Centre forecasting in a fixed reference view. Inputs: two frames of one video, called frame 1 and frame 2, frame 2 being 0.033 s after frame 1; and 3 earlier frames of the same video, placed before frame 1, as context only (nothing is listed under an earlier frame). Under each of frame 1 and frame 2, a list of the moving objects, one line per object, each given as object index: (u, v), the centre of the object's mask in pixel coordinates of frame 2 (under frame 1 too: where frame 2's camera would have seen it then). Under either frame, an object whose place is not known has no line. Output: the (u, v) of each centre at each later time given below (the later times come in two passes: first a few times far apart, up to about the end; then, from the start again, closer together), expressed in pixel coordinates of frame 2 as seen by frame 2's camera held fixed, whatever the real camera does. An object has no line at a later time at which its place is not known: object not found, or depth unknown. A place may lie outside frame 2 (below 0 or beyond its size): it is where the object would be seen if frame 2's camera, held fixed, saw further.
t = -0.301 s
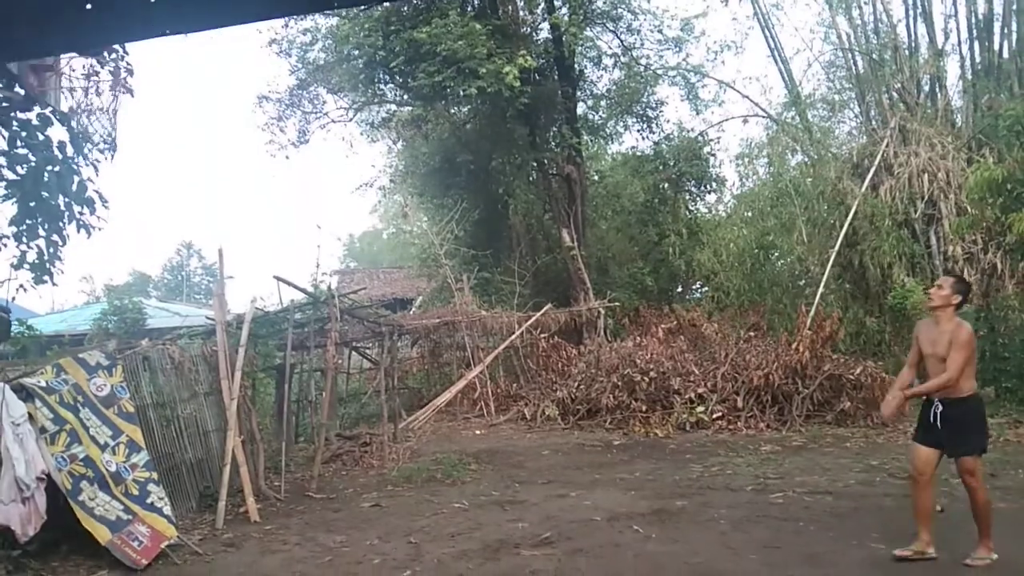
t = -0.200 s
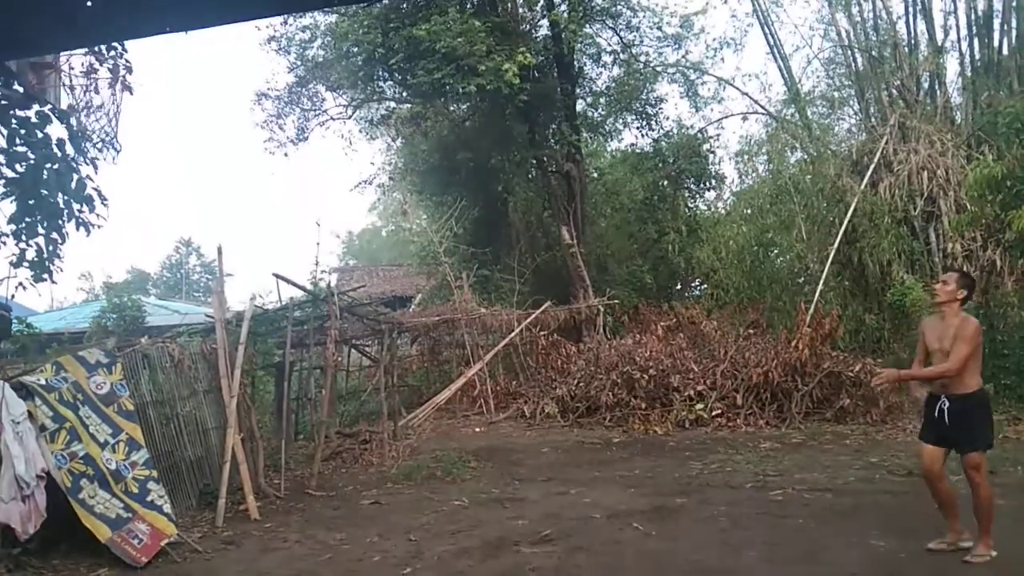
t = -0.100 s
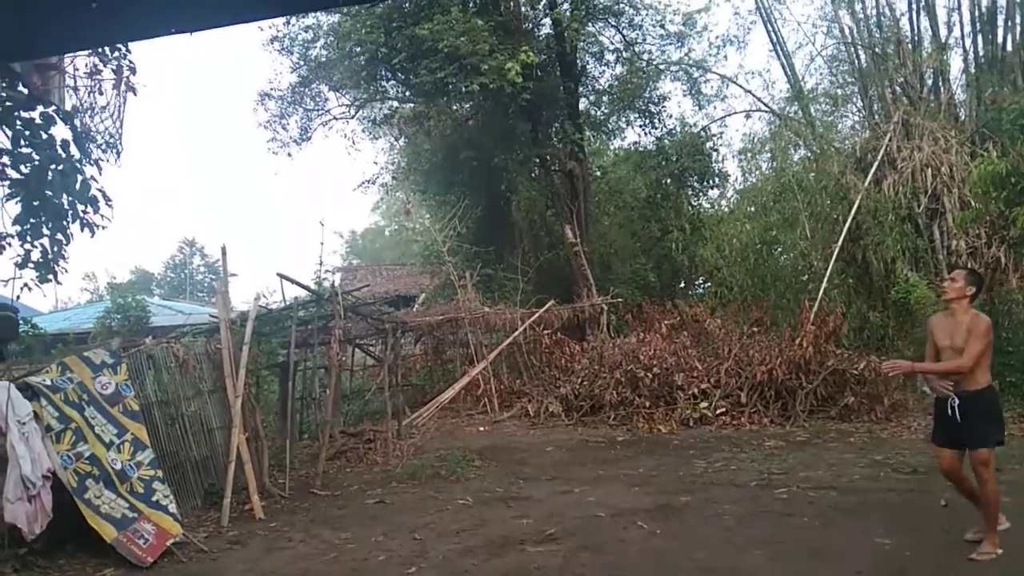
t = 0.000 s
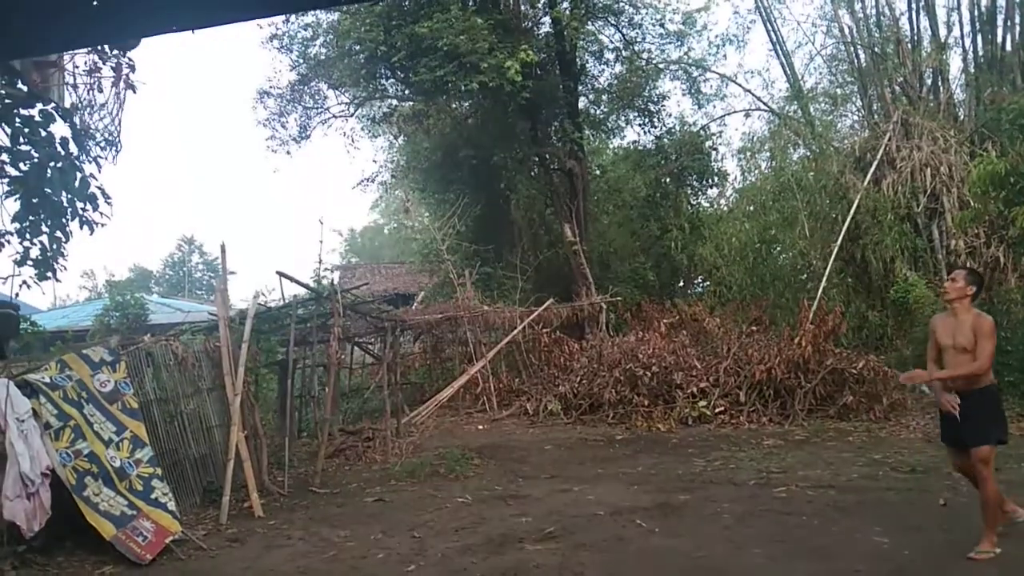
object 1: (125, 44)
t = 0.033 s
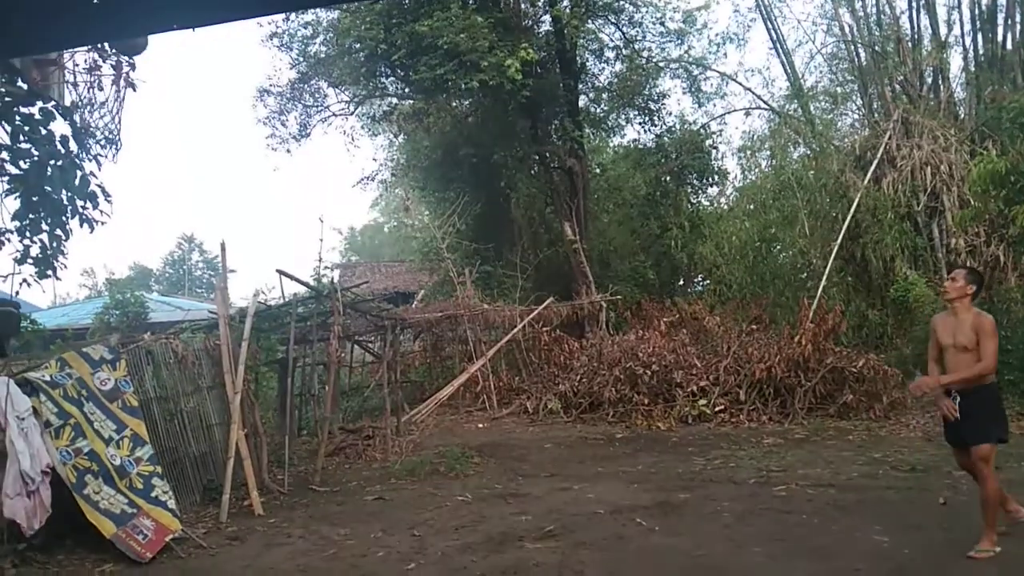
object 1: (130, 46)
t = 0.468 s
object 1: (206, 265)
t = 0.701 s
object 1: (249, 479)
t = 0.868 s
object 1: (258, 442)
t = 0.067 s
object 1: (136, 50)
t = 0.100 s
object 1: (141, 57)
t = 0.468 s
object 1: (206, 265)
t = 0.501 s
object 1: (214, 290)
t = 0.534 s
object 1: (220, 321)
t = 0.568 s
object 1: (226, 348)
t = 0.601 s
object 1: (235, 378)
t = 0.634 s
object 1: (240, 411)
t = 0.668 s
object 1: (244, 443)
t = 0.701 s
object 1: (249, 479)
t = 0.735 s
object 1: (256, 515)
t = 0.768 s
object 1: (258, 519)
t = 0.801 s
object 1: (259, 494)
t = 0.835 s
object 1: (259, 467)
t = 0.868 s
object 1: (258, 442)
